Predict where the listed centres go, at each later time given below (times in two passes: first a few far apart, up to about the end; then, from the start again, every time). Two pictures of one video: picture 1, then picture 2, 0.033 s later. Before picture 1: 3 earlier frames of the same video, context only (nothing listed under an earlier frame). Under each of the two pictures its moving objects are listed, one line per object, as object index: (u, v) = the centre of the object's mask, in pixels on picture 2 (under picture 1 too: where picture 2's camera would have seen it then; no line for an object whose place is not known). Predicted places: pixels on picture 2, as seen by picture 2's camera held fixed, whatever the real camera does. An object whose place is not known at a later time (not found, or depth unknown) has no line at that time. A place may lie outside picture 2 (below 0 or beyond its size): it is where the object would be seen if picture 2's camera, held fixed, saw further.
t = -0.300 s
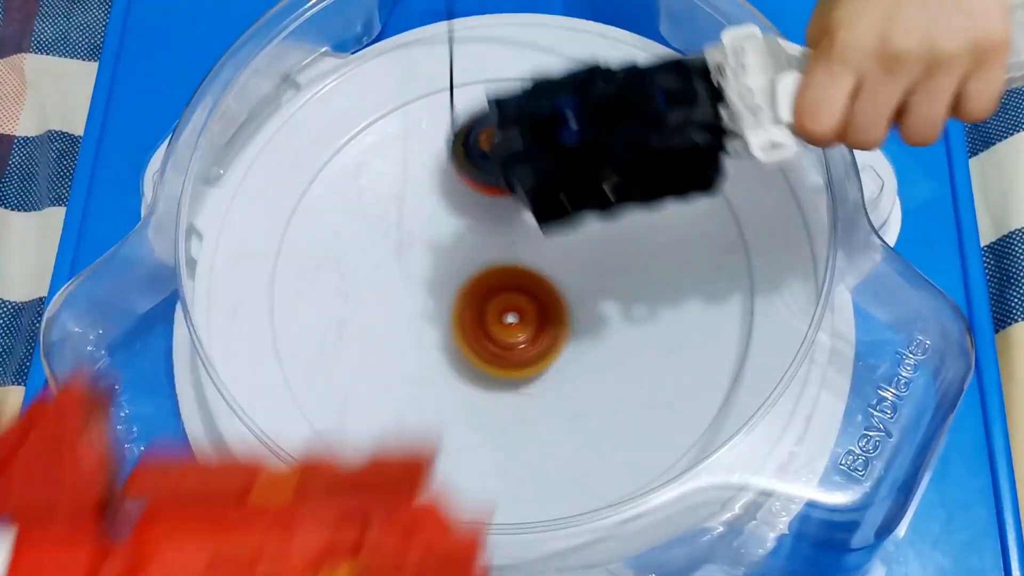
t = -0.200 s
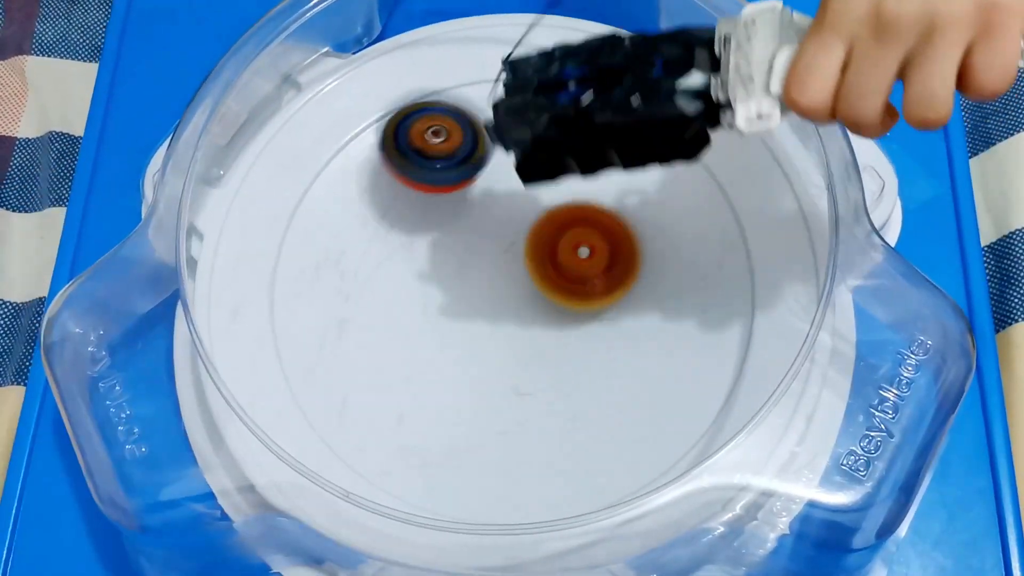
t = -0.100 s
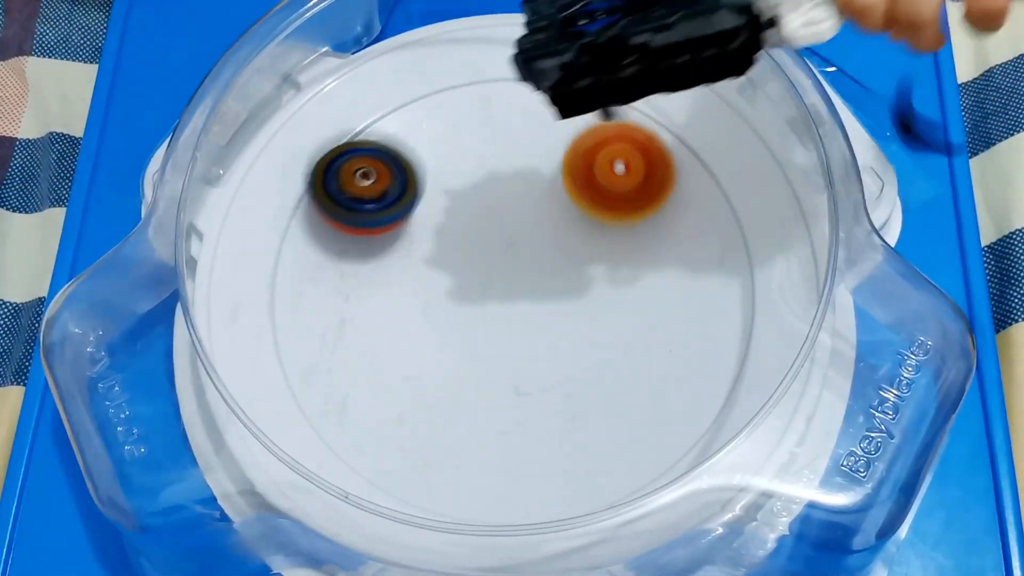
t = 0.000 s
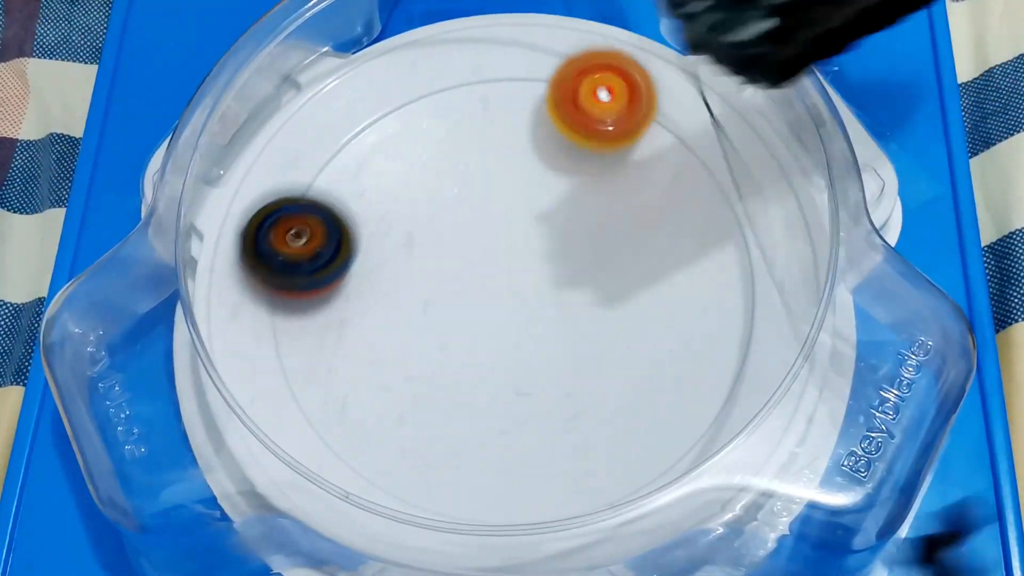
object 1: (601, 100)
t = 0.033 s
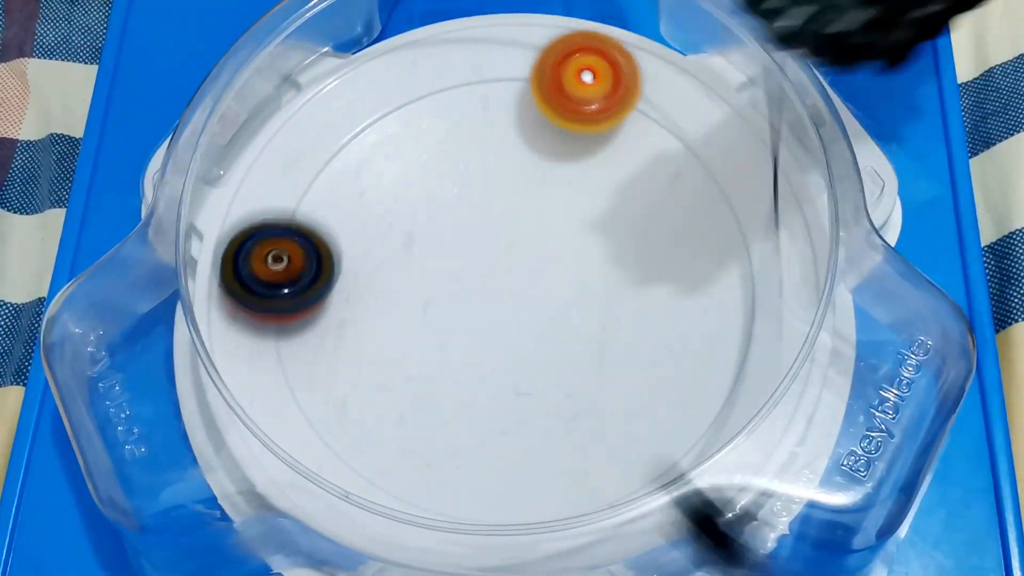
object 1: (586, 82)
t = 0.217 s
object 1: (416, 102)
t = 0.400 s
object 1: (309, 291)
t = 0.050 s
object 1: (576, 75)
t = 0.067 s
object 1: (563, 71)
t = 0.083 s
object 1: (550, 70)
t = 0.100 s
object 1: (536, 70)
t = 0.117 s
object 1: (522, 72)
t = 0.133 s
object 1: (506, 74)
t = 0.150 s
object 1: (489, 77)
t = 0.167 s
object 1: (472, 81)
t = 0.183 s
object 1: (454, 86)
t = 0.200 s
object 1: (435, 94)
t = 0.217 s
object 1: (416, 102)
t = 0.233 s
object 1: (399, 112)
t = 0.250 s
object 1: (381, 122)
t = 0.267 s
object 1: (365, 137)
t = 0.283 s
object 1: (351, 151)
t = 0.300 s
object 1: (338, 166)
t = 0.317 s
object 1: (327, 187)
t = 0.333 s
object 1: (319, 205)
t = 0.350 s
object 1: (312, 226)
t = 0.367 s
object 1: (309, 247)
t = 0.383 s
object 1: (307, 269)
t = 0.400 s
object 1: (309, 291)
